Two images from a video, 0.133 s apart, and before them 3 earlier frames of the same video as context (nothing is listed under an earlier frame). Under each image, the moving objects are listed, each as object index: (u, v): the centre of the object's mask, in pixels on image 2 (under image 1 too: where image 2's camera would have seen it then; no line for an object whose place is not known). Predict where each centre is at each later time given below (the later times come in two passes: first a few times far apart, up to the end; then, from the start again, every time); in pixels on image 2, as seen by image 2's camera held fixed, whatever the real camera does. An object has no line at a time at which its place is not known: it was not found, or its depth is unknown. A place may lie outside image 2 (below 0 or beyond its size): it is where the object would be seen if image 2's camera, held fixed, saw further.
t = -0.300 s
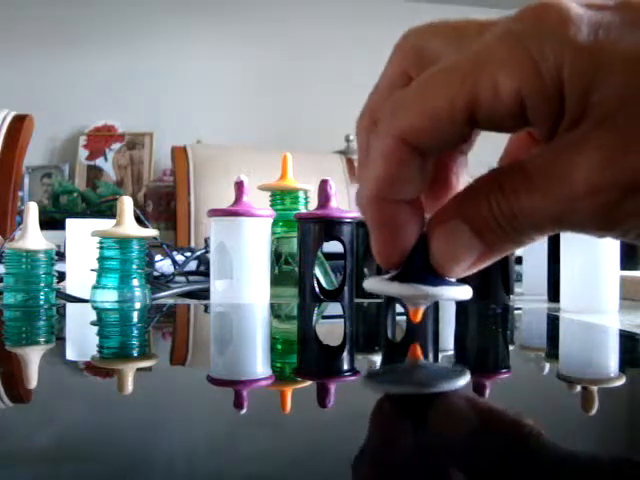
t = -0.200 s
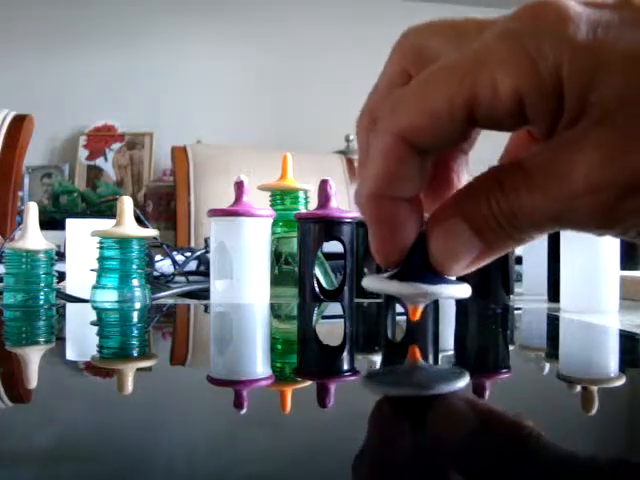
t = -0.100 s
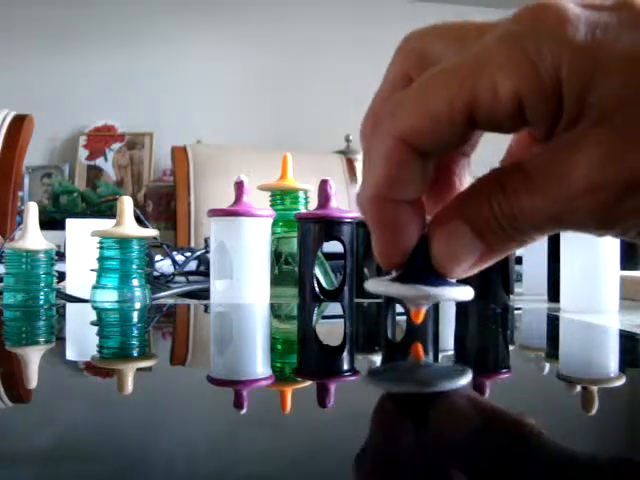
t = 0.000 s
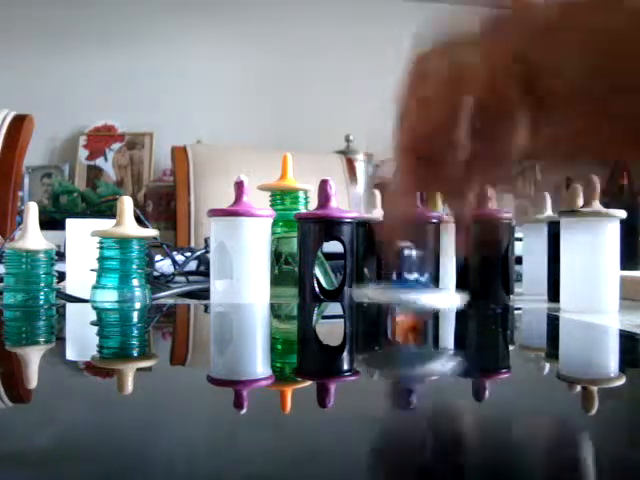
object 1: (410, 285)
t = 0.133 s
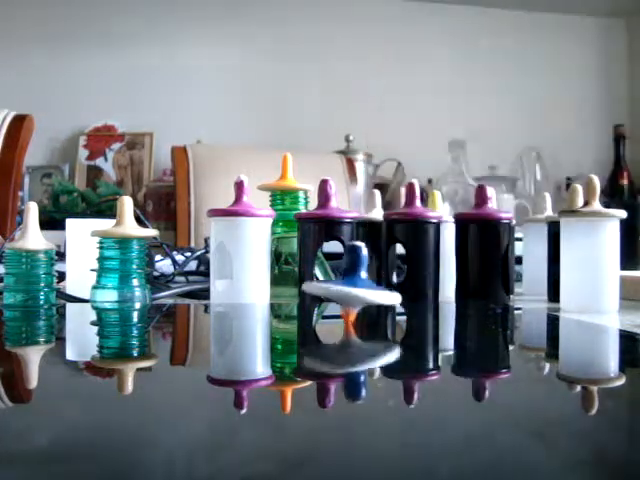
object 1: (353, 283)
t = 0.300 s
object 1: (348, 282)
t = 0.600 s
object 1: (373, 282)
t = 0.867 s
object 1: (410, 281)
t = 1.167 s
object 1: (443, 283)
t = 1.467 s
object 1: (444, 285)
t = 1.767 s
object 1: (404, 285)
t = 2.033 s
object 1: (368, 285)
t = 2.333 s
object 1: (360, 283)
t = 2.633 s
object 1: (390, 281)
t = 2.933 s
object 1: (428, 282)
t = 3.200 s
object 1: (444, 284)
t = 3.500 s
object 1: (429, 286)
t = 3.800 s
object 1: (389, 286)
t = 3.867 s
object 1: (380, 285)
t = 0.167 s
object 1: (351, 283)
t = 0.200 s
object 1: (349, 283)
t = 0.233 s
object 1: (349, 283)
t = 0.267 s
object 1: (348, 283)
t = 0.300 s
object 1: (348, 282)
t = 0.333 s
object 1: (349, 282)
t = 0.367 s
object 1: (349, 282)
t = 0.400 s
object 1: (352, 282)
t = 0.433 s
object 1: (354, 282)
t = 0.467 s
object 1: (358, 282)
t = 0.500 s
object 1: (360, 282)
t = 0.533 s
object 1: (363, 282)
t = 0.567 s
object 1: (369, 282)
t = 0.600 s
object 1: (373, 282)
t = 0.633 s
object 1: (376, 281)
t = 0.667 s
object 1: (380, 281)
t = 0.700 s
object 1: (385, 281)
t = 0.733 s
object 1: (390, 281)
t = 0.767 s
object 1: (395, 280)
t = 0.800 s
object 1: (400, 280)
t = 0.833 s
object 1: (404, 280)
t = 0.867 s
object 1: (410, 281)
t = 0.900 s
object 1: (415, 281)
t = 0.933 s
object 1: (420, 281)
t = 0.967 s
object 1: (425, 282)
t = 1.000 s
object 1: (428, 281)
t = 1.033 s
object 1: (432, 282)
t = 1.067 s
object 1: (435, 282)
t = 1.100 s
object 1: (439, 283)
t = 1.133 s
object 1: (441, 282)
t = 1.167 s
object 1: (443, 283)
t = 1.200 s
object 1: (445, 283)
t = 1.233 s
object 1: (447, 283)
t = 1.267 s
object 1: (448, 283)
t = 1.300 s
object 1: (448, 283)
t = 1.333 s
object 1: (448, 284)
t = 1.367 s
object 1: (448, 284)
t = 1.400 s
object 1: (448, 284)
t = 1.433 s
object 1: (446, 285)
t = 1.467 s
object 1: (444, 285)
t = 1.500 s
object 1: (441, 284)
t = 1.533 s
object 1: (438, 285)
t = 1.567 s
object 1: (434, 285)
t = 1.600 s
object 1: (430, 285)
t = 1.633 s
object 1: (425, 286)
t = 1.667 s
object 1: (420, 286)
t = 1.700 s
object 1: (415, 286)
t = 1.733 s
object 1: (409, 286)
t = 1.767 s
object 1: (404, 285)
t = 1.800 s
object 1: (398, 286)
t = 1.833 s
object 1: (394, 286)
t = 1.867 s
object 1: (389, 286)
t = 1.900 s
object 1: (383, 285)
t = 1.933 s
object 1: (379, 285)
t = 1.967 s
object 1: (375, 285)
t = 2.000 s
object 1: (371, 285)
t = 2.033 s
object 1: (368, 285)
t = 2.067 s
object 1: (366, 285)
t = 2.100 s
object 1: (363, 285)
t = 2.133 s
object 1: (361, 284)
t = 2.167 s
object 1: (359, 284)
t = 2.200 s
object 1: (358, 284)
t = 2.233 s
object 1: (358, 284)
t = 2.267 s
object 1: (358, 284)
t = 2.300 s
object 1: (359, 283)
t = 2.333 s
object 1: (360, 283)
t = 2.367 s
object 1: (362, 284)
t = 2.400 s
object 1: (364, 282)
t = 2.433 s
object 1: (368, 282)
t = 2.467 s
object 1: (371, 282)
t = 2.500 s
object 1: (374, 282)
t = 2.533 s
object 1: (378, 282)
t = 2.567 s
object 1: (382, 282)
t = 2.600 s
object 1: (385, 282)
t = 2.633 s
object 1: (390, 281)
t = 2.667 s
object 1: (394, 282)
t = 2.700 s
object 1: (398, 281)
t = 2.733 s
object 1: (402, 281)
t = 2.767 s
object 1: (407, 282)
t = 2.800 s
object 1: (412, 281)
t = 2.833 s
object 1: (416, 282)
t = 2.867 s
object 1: (420, 281)
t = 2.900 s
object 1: (424, 282)
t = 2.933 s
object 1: (428, 282)
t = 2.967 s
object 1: (431, 282)
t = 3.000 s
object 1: (435, 282)
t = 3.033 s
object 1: (437, 283)
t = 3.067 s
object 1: (439, 283)
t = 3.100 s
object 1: (442, 283)
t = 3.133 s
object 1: (443, 284)
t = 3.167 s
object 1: (444, 284)
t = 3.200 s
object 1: (444, 284)
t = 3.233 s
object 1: (444, 284)
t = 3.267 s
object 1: (445, 284)
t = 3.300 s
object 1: (444, 284)
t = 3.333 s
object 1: (443, 285)
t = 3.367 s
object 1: (442, 285)
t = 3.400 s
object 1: (439, 284)
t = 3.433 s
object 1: (436, 285)
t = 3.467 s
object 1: (433, 285)
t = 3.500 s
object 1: (429, 286)
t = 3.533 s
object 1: (425, 286)
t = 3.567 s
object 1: (420, 286)
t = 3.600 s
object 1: (416, 286)
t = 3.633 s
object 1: (411, 286)
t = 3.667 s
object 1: (405, 285)
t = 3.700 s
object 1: (401, 286)
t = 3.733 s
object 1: (397, 286)
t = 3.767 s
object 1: (393, 287)
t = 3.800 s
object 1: (389, 286)
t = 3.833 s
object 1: (384, 286)
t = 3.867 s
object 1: (380, 285)
